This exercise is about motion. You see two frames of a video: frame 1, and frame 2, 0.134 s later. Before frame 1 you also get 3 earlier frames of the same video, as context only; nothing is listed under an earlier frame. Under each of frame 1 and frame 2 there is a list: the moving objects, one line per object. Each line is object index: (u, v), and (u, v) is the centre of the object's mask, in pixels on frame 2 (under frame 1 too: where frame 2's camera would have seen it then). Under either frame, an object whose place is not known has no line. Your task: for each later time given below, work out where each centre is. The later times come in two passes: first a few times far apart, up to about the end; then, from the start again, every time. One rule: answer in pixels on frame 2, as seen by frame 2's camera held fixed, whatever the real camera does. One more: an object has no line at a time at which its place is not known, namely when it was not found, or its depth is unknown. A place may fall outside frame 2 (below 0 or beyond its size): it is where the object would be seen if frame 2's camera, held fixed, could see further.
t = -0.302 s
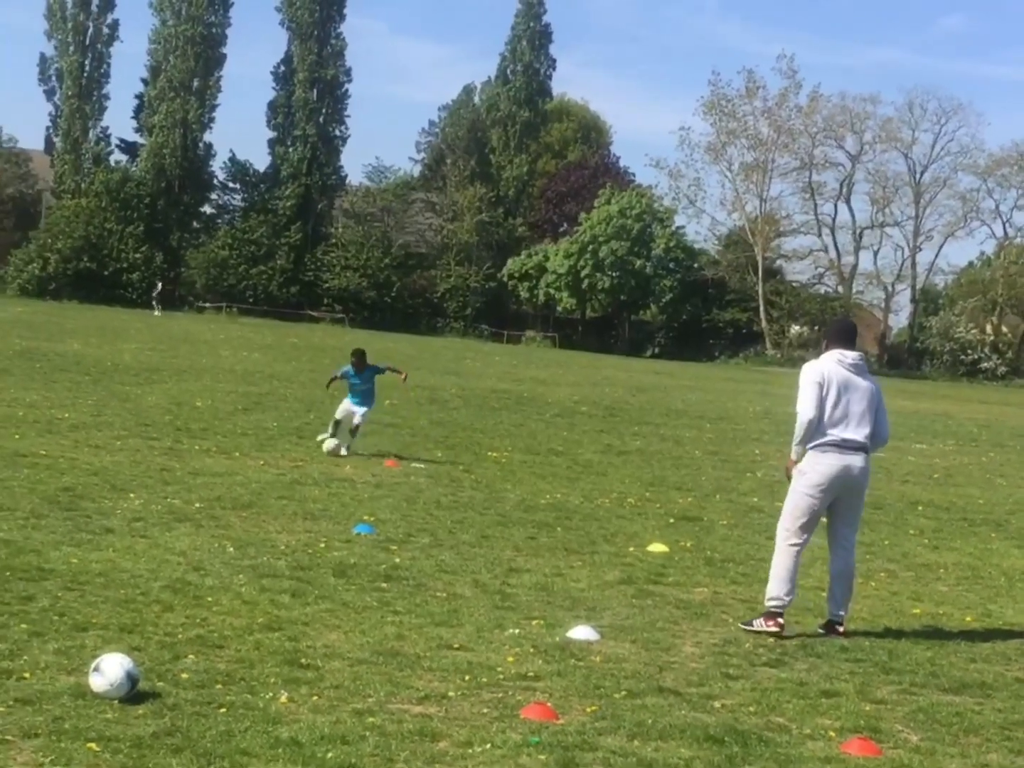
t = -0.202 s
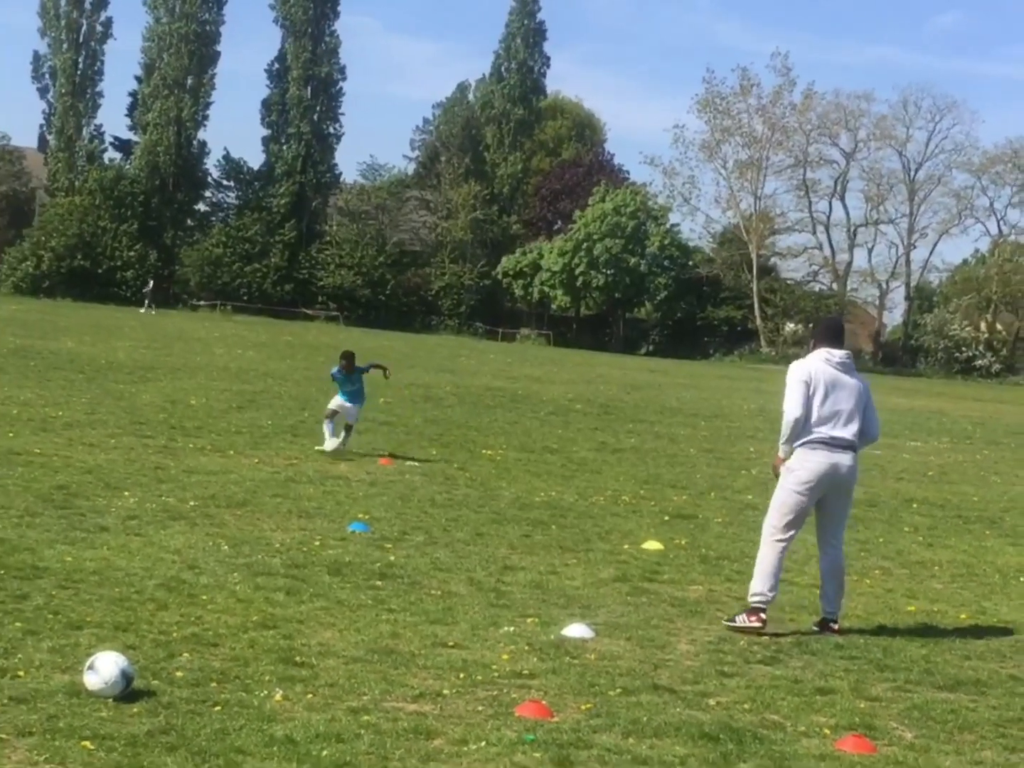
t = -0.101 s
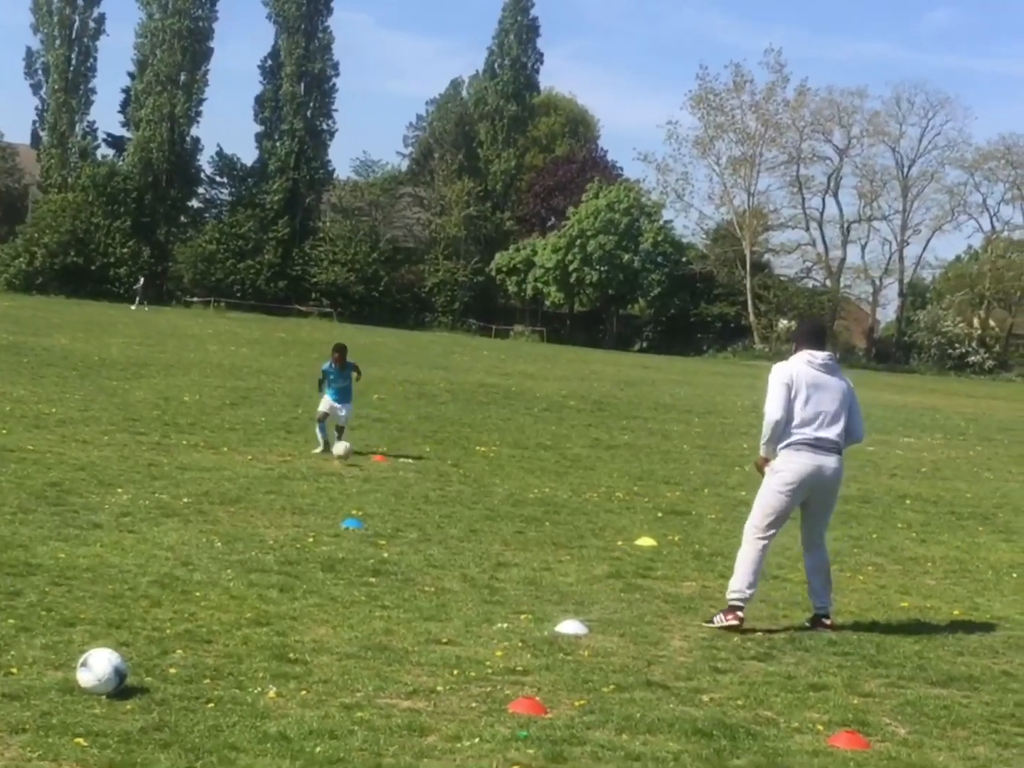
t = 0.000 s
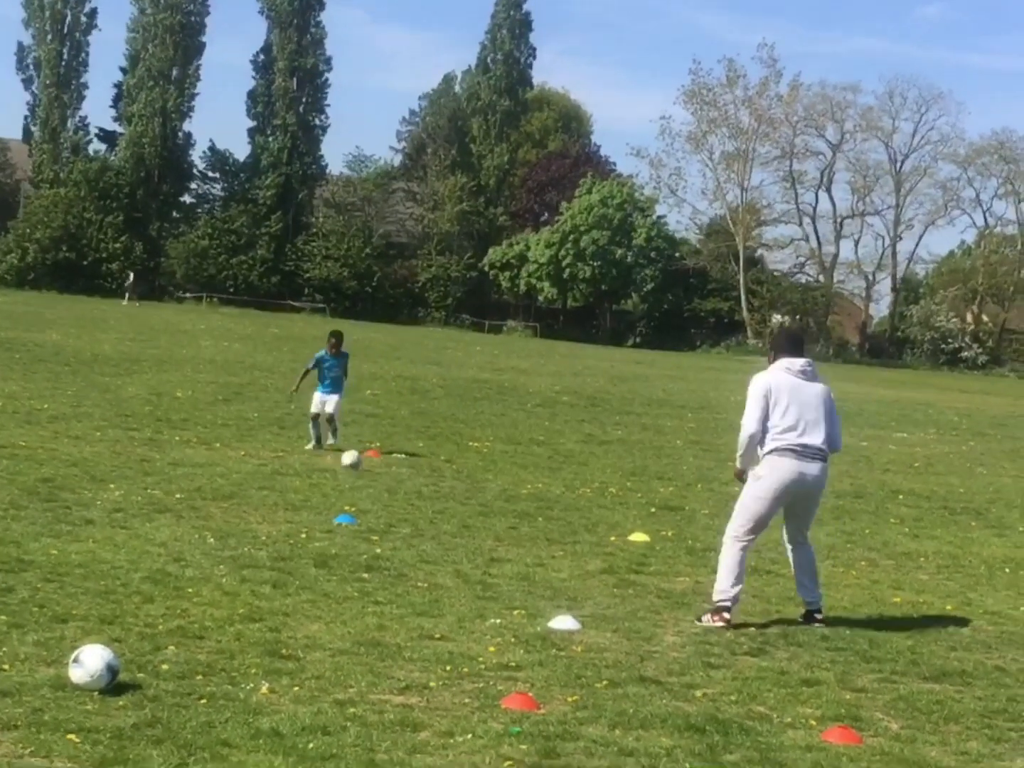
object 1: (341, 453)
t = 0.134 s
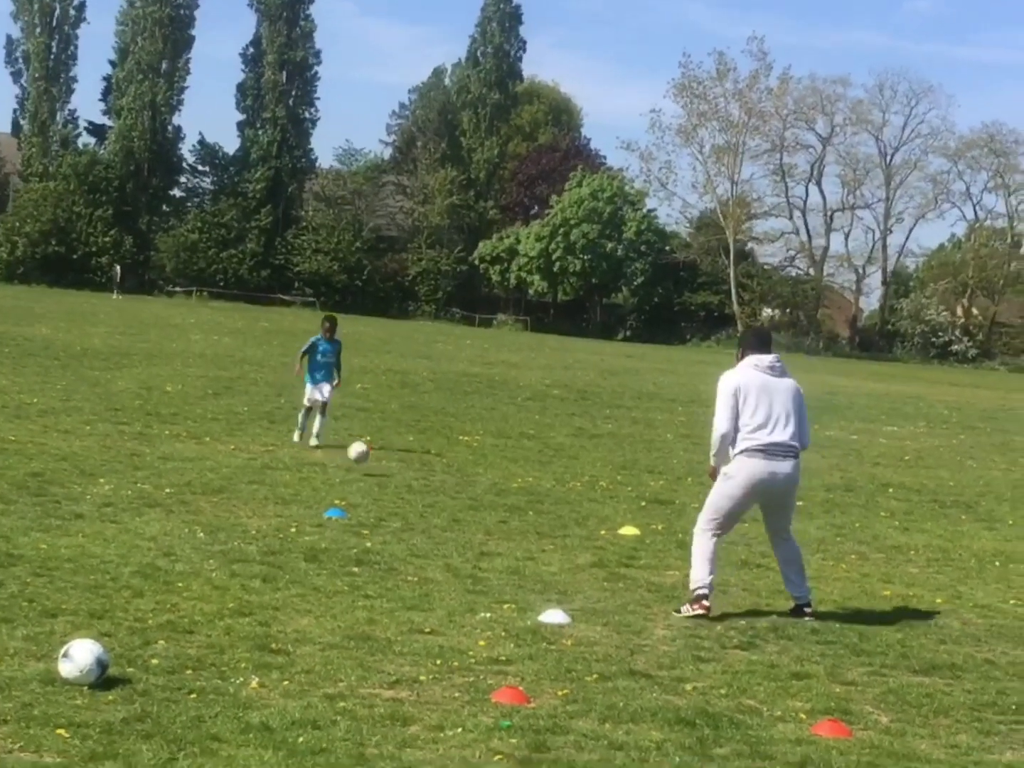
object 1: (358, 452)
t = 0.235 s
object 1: (371, 464)
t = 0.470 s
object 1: (397, 462)
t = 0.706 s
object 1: (423, 505)
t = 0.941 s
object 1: (456, 529)
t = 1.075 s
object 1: (478, 547)
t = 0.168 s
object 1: (362, 455)
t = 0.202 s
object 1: (366, 459)
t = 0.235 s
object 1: (371, 464)
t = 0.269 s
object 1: (375, 472)
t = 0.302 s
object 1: (379, 477)
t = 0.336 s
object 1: (383, 472)
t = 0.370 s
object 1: (386, 467)
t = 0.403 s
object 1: (390, 465)
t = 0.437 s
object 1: (395, 463)
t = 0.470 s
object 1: (397, 462)
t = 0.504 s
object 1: (402, 464)
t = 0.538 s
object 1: (405, 467)
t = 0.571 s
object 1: (408, 470)
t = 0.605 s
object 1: (412, 477)
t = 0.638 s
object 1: (416, 484)
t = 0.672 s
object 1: (419, 492)
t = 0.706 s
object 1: (423, 505)
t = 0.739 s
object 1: (427, 511)
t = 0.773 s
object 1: (431, 509)
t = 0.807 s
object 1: (437, 510)
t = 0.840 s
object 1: (442, 512)
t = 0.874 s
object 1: (446, 517)
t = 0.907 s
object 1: (451, 522)
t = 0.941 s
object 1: (456, 529)
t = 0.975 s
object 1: (461, 536)
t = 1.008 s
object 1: (467, 539)
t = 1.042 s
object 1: (472, 541)
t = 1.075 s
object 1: (478, 547)
